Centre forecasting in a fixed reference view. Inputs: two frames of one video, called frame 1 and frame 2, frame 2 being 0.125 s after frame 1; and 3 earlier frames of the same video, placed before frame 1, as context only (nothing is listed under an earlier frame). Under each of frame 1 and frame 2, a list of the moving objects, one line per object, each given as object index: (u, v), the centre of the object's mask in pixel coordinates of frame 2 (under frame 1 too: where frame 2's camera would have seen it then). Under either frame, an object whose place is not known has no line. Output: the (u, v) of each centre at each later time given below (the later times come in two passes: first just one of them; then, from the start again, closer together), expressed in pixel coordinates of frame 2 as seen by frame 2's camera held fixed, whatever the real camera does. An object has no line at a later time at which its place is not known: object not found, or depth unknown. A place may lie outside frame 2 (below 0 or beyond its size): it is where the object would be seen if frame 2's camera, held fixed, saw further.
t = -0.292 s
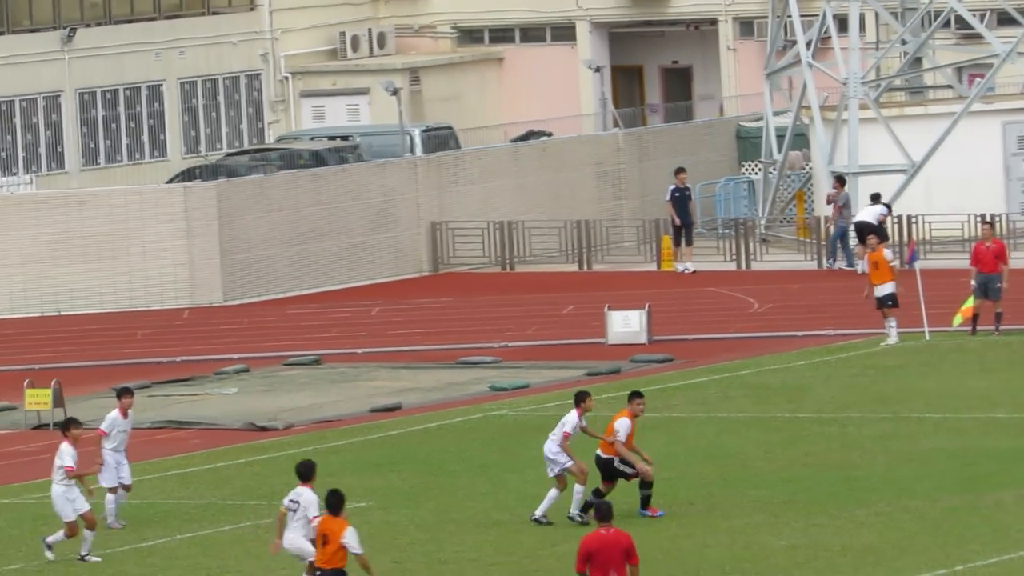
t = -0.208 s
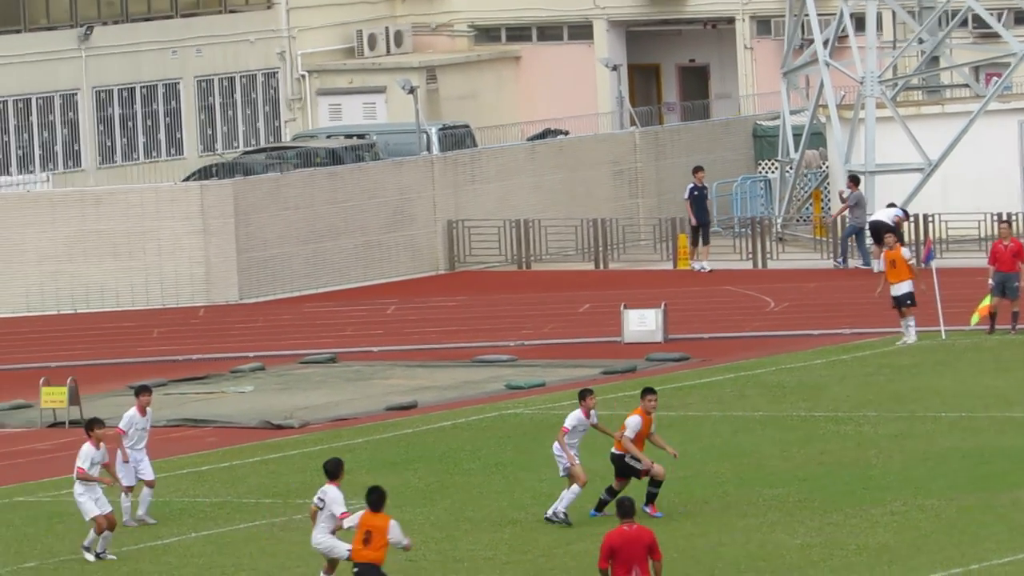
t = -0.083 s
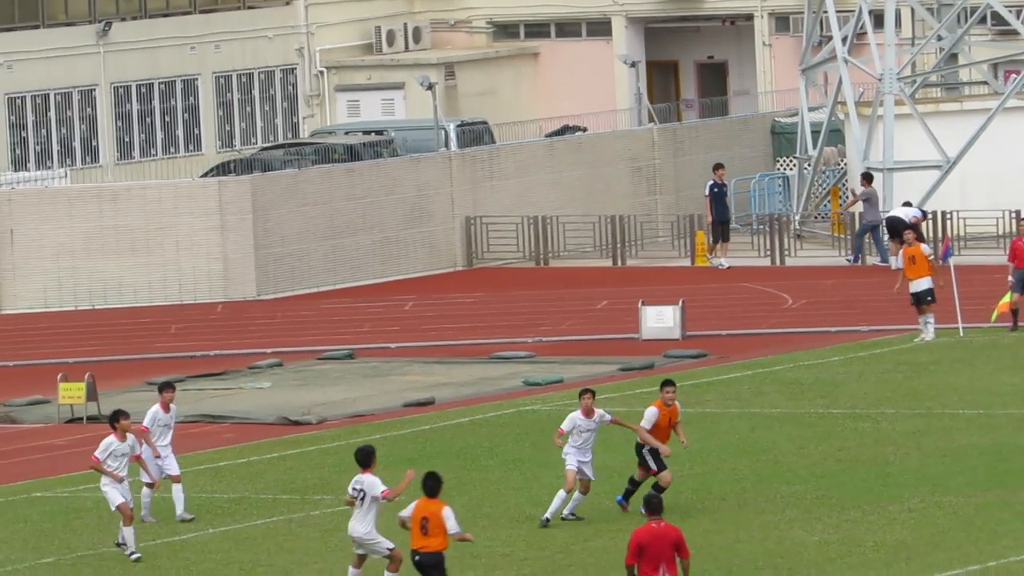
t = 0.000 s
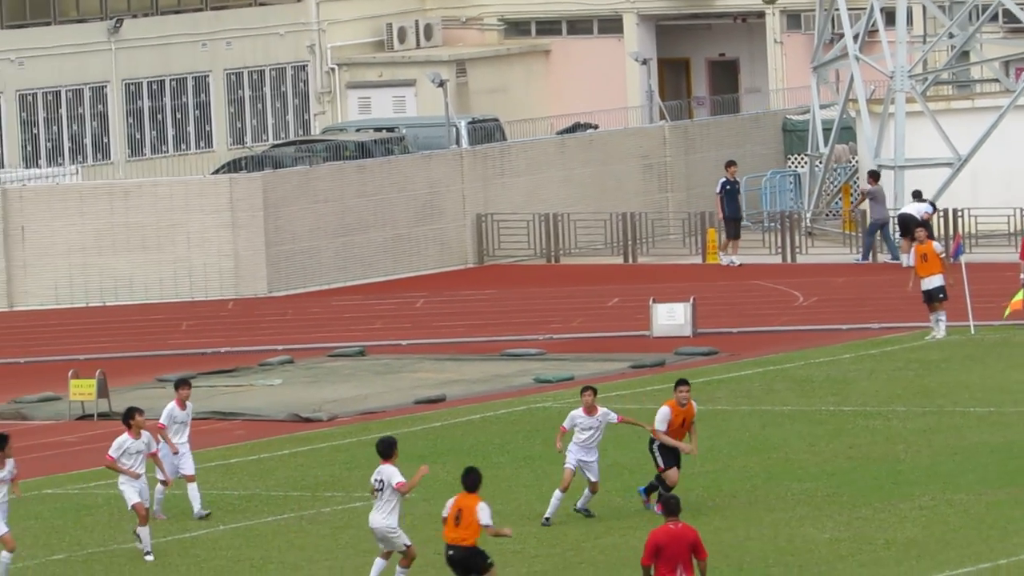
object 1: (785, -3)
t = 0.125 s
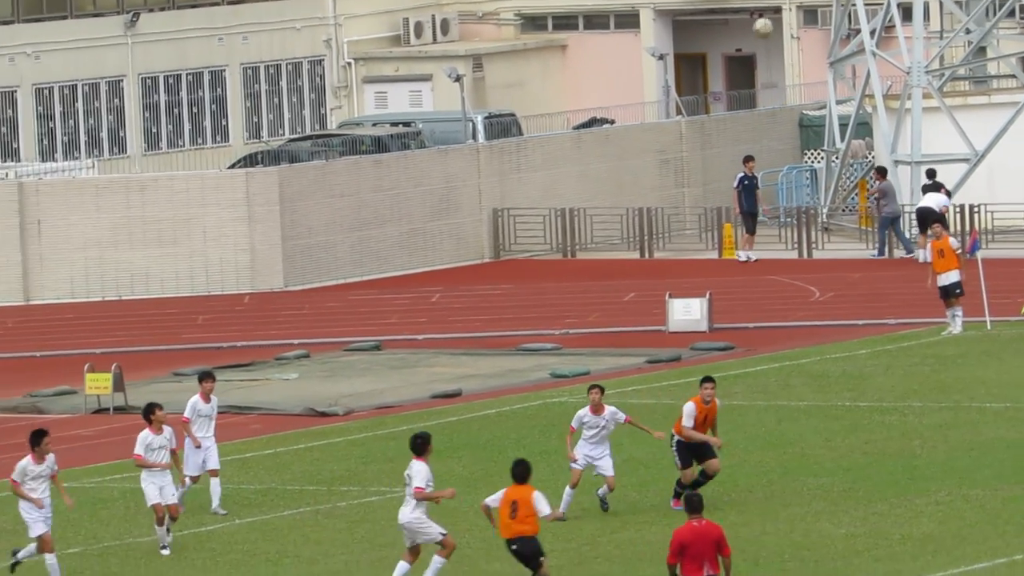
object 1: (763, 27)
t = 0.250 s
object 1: (741, 80)
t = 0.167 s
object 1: (756, 44)
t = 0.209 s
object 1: (748, 60)
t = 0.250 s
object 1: (741, 80)
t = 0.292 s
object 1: (735, 101)
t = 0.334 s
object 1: (727, 123)
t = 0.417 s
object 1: (711, 173)
